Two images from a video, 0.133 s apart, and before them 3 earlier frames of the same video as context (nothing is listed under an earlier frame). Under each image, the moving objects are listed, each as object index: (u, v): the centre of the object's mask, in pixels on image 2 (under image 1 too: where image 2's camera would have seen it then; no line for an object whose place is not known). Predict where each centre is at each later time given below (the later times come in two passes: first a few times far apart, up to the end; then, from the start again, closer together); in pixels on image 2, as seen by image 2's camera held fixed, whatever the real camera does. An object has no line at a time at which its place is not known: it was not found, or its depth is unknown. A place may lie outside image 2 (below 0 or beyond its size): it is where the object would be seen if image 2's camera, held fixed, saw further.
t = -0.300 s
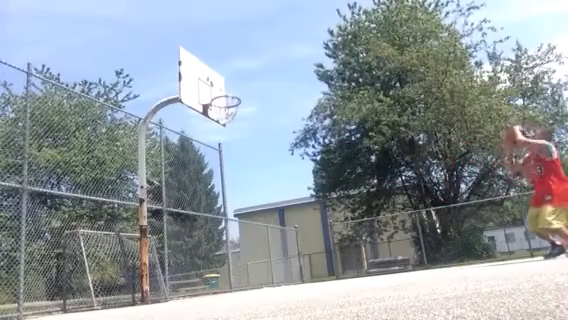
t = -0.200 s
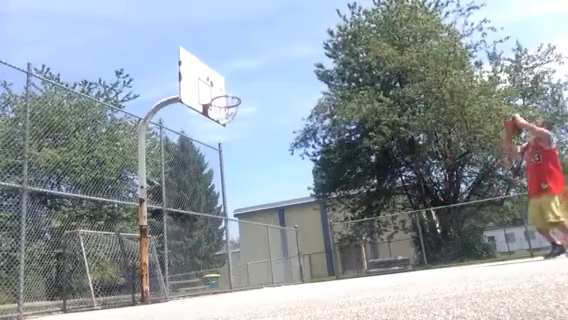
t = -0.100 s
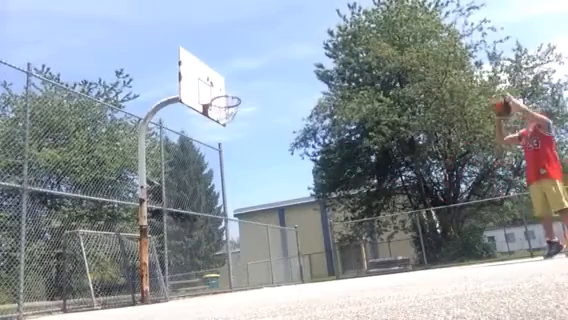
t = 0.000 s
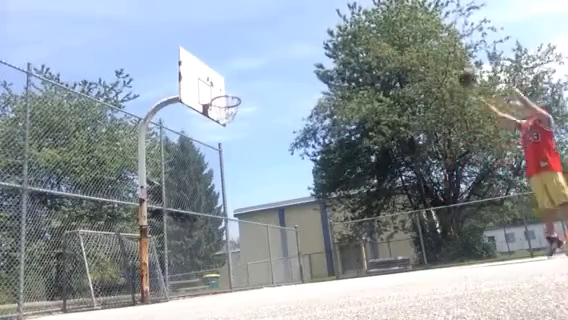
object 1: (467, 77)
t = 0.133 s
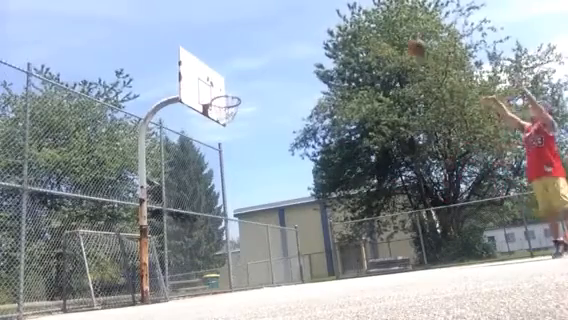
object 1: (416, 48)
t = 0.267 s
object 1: (375, 32)
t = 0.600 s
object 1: (290, 39)
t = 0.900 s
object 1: (231, 94)
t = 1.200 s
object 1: (225, 110)
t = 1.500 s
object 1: (232, 113)
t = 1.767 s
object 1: (222, 121)
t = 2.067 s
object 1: (227, 132)
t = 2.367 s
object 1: (238, 190)
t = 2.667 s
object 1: (252, 269)
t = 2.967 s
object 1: (248, 185)
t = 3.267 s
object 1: (250, 161)
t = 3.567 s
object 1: (258, 194)
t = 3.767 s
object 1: (265, 251)
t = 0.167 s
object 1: (406, 41)
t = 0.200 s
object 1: (398, 39)
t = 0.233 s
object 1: (381, 36)
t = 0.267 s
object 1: (375, 32)
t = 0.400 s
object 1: (336, 28)
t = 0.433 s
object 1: (328, 28)
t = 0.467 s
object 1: (320, 30)
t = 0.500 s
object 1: (312, 31)
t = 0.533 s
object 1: (305, 33)
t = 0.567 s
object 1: (297, 36)
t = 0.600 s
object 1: (290, 39)
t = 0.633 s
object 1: (283, 43)
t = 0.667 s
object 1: (276, 48)
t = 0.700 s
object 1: (269, 53)
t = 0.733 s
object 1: (262, 58)
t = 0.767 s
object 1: (256, 65)
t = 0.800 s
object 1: (249, 71)
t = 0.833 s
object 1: (243, 78)
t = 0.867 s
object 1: (236, 86)
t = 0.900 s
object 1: (231, 94)
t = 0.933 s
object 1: (225, 102)
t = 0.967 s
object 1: (218, 113)
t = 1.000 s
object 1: (214, 115)
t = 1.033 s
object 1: (213, 113)
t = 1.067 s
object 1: (217, 112)
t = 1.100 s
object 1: (219, 111)
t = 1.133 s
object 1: (221, 110)
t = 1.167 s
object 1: (223, 110)
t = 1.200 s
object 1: (225, 110)
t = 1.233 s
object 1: (228, 112)
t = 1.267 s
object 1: (230, 112)
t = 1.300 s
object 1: (231, 112)
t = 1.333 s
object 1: (233, 113)
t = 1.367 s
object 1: (234, 113)
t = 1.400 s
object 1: (234, 113)
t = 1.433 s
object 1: (234, 113)
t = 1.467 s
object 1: (233, 113)
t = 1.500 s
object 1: (232, 113)
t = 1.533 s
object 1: (231, 114)
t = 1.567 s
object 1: (229, 115)
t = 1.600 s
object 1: (228, 116)
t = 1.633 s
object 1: (226, 118)
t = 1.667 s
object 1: (224, 119)
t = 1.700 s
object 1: (223, 120)
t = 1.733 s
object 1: (222, 121)
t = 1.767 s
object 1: (222, 121)
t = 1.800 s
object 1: (222, 121)
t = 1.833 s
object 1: (222, 121)
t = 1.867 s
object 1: (223, 121)
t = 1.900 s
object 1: (224, 121)
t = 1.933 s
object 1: (224, 122)
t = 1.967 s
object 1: (225, 122)
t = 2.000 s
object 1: (226, 126)
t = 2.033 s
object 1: (227, 128)
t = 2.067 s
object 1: (227, 132)
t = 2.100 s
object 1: (228, 135)
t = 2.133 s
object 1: (229, 140)
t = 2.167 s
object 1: (230, 145)
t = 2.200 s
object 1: (231, 151)
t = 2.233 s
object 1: (232, 157)
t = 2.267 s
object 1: (234, 165)
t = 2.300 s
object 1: (235, 172)
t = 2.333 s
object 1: (237, 181)
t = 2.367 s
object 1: (238, 190)
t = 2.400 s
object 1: (240, 200)
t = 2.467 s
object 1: (243, 221)
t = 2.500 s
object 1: (245, 233)
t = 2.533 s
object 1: (247, 246)
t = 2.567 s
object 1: (249, 260)
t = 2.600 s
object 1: (250, 275)
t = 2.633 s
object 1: (252, 282)
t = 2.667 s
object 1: (252, 269)
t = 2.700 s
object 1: (251, 256)
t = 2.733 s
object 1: (249, 245)
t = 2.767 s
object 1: (250, 233)
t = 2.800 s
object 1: (249, 224)
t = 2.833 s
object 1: (249, 214)
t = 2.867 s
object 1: (248, 206)
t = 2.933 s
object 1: (248, 191)
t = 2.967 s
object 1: (248, 185)
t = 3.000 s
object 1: (248, 179)
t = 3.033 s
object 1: (248, 175)
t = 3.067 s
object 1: (248, 171)
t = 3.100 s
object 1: (249, 167)
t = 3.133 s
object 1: (249, 165)
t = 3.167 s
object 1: (249, 163)
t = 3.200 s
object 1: (249, 162)
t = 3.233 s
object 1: (250, 161)
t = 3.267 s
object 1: (250, 161)
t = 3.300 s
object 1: (251, 162)
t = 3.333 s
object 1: (251, 163)
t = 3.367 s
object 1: (252, 166)
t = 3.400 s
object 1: (253, 169)
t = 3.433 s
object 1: (254, 172)
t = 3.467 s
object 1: (255, 177)
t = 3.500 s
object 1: (256, 182)
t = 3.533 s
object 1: (256, 187)
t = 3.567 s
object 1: (258, 194)
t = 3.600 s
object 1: (259, 201)
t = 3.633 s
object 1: (260, 209)
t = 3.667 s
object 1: (262, 218)
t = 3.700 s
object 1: (263, 230)
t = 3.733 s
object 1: (264, 240)
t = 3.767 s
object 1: (265, 251)
